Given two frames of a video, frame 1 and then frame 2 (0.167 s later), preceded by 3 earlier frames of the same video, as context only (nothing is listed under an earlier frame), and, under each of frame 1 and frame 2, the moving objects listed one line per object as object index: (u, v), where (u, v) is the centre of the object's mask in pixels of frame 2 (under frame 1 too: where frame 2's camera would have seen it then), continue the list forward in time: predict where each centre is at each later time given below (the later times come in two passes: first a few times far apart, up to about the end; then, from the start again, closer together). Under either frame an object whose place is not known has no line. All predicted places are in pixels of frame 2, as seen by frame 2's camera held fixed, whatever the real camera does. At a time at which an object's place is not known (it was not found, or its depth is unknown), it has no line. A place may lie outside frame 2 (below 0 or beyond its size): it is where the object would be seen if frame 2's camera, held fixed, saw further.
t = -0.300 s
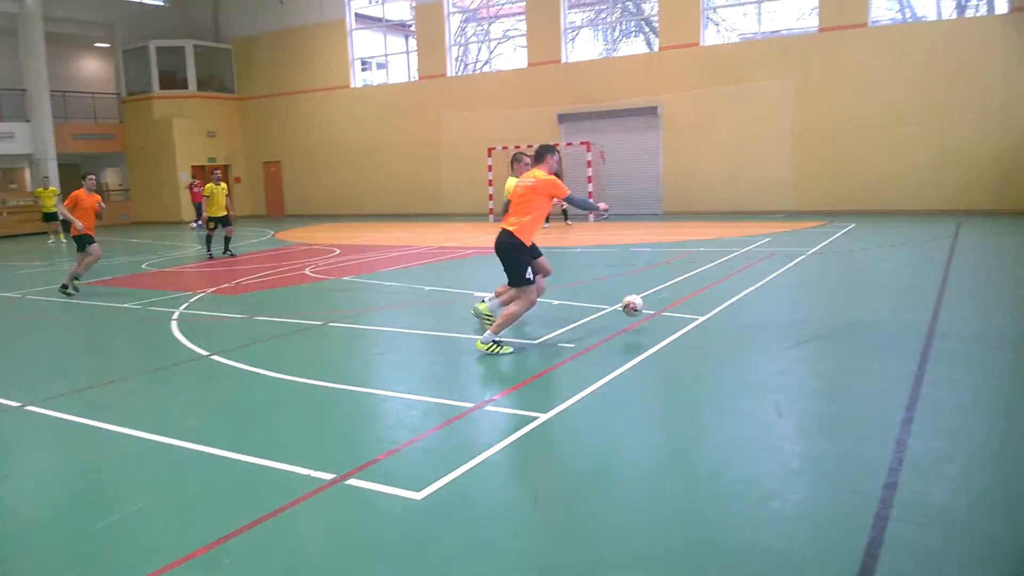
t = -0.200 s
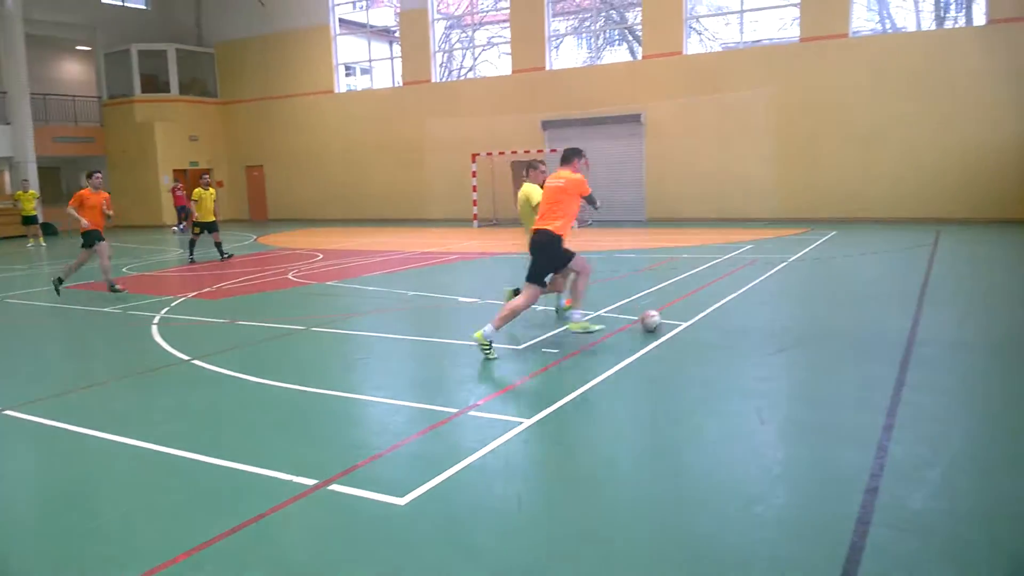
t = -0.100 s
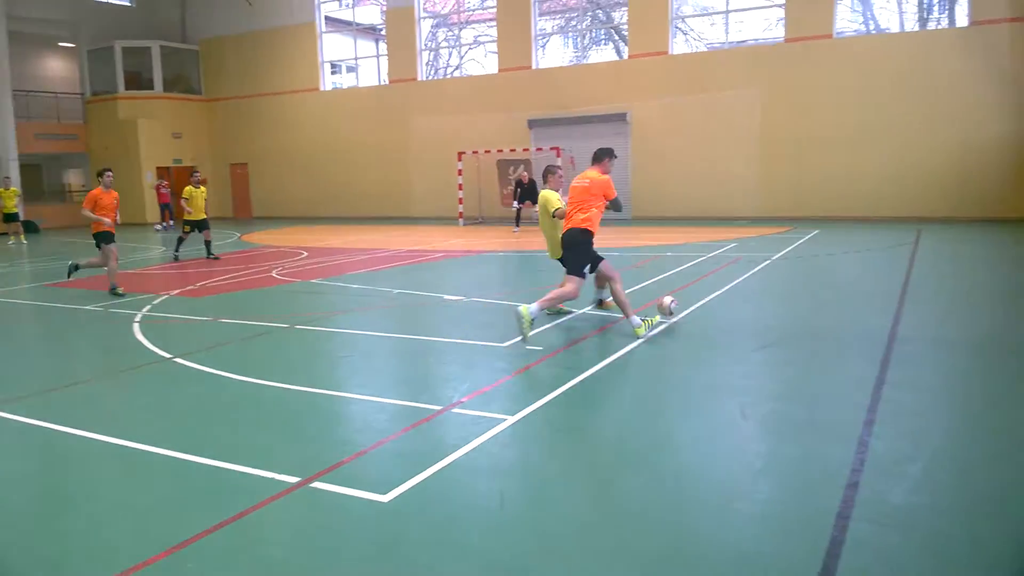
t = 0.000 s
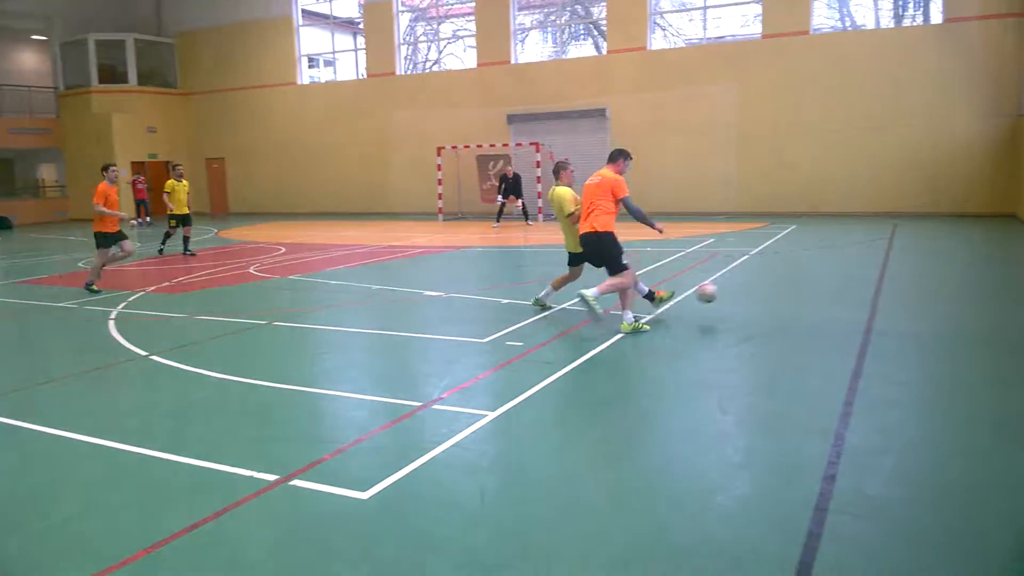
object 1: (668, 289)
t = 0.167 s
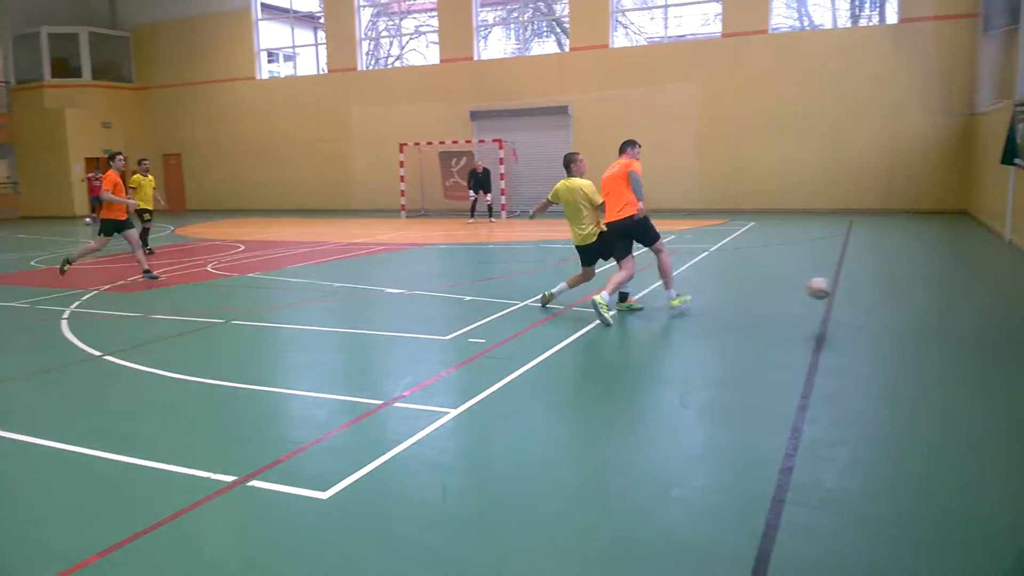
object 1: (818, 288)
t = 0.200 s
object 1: (851, 292)
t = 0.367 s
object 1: (1018, 310)
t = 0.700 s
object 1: (1022, 268)
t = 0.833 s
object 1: (951, 269)
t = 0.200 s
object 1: (851, 292)
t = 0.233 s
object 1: (884, 298)
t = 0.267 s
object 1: (919, 304)
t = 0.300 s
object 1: (952, 312)
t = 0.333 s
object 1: (986, 316)
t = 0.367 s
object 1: (1018, 310)
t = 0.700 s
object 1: (1022, 268)
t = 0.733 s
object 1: (1005, 266)
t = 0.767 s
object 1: (986, 264)
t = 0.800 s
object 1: (969, 267)
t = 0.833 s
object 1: (951, 269)
